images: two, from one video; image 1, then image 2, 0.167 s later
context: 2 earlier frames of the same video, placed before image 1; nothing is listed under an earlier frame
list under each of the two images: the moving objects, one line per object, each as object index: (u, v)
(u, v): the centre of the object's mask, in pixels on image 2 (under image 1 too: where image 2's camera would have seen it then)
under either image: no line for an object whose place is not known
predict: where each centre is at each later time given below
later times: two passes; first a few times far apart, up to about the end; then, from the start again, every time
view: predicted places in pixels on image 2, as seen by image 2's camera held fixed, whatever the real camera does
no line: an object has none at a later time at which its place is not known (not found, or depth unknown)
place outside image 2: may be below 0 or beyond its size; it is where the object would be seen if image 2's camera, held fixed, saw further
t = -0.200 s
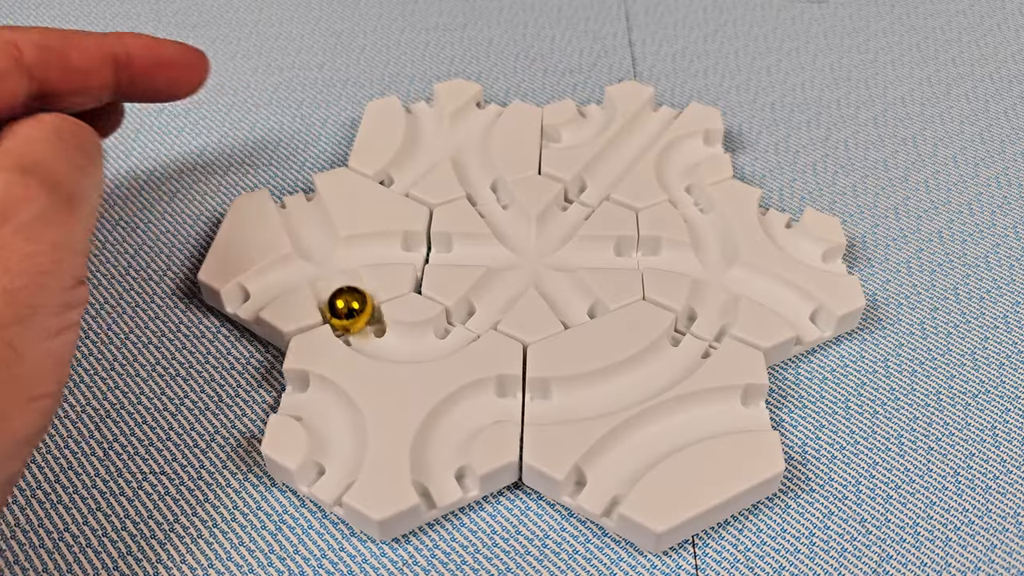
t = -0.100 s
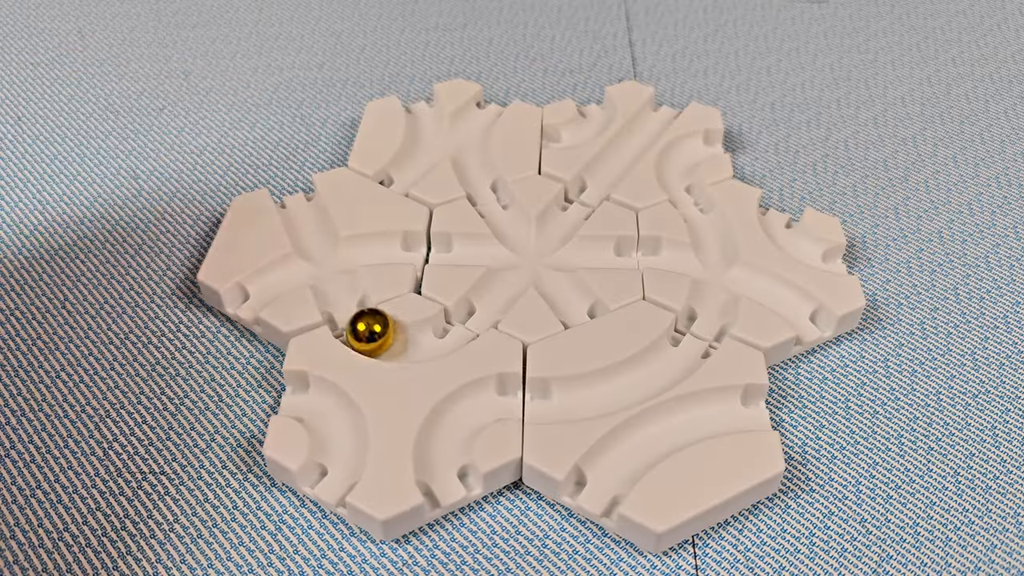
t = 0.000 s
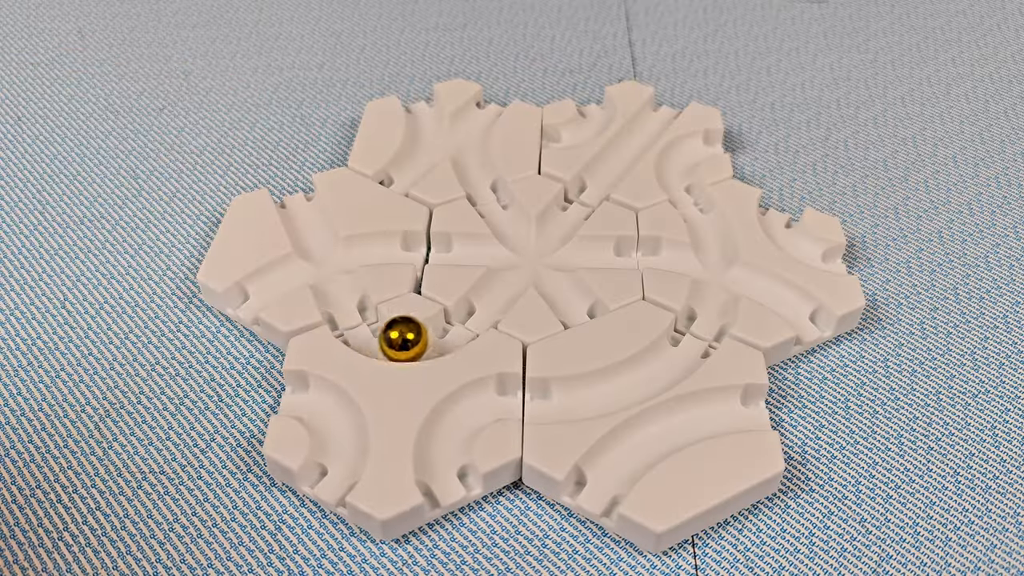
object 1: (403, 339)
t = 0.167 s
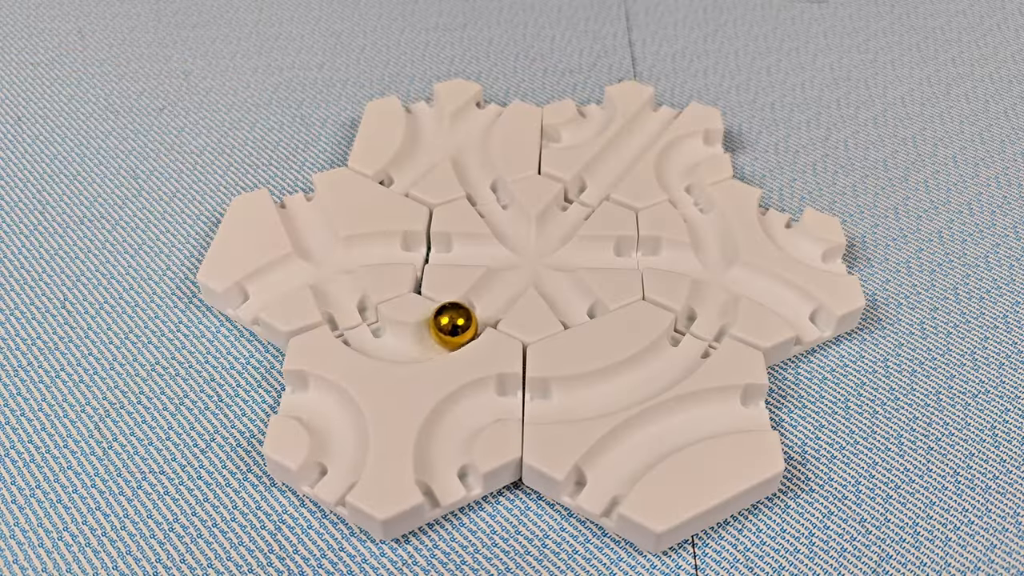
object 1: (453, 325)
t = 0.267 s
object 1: (469, 311)
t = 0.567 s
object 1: (501, 280)
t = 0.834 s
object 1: (518, 262)
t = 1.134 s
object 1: (531, 248)
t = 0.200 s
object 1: (460, 320)
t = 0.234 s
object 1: (465, 314)
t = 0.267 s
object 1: (469, 311)
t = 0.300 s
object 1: (474, 309)
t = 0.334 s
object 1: (477, 305)
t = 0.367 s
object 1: (482, 301)
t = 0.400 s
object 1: (485, 297)
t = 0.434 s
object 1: (488, 293)
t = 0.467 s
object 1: (492, 290)
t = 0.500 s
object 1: (495, 287)
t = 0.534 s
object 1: (498, 284)
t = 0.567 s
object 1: (501, 280)
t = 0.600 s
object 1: (504, 278)
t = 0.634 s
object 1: (506, 275)
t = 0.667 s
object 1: (508, 272)
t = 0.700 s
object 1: (511, 269)
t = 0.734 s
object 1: (513, 267)
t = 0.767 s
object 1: (515, 265)
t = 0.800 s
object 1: (516, 263)
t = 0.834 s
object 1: (518, 262)
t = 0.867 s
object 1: (519, 260)
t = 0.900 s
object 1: (522, 258)
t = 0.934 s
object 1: (523, 256)
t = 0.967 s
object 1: (525, 255)
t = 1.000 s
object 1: (526, 253)
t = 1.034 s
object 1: (527, 252)
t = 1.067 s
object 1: (528, 250)
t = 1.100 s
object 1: (530, 249)
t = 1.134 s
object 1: (531, 248)
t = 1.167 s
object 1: (531, 247)
